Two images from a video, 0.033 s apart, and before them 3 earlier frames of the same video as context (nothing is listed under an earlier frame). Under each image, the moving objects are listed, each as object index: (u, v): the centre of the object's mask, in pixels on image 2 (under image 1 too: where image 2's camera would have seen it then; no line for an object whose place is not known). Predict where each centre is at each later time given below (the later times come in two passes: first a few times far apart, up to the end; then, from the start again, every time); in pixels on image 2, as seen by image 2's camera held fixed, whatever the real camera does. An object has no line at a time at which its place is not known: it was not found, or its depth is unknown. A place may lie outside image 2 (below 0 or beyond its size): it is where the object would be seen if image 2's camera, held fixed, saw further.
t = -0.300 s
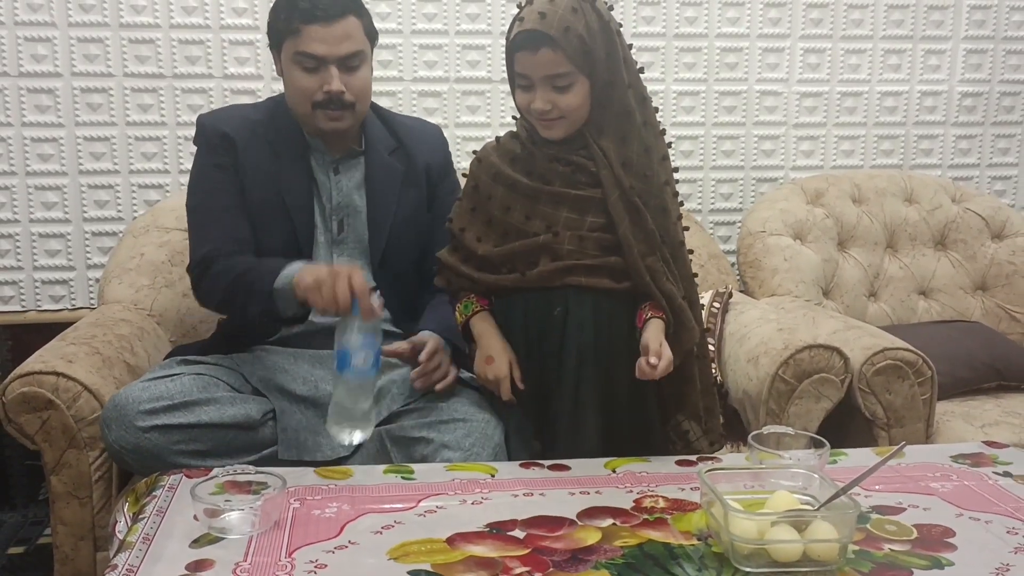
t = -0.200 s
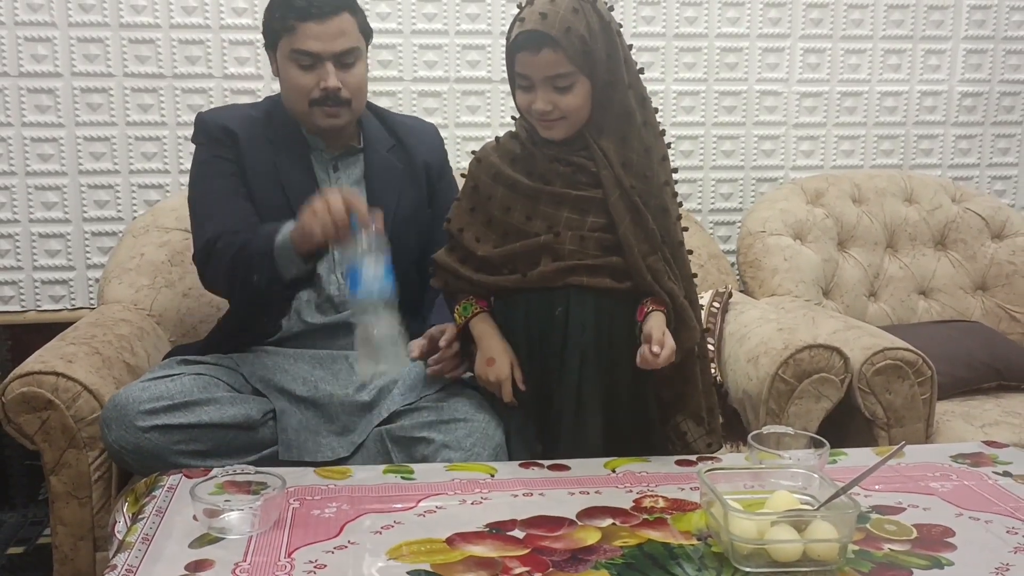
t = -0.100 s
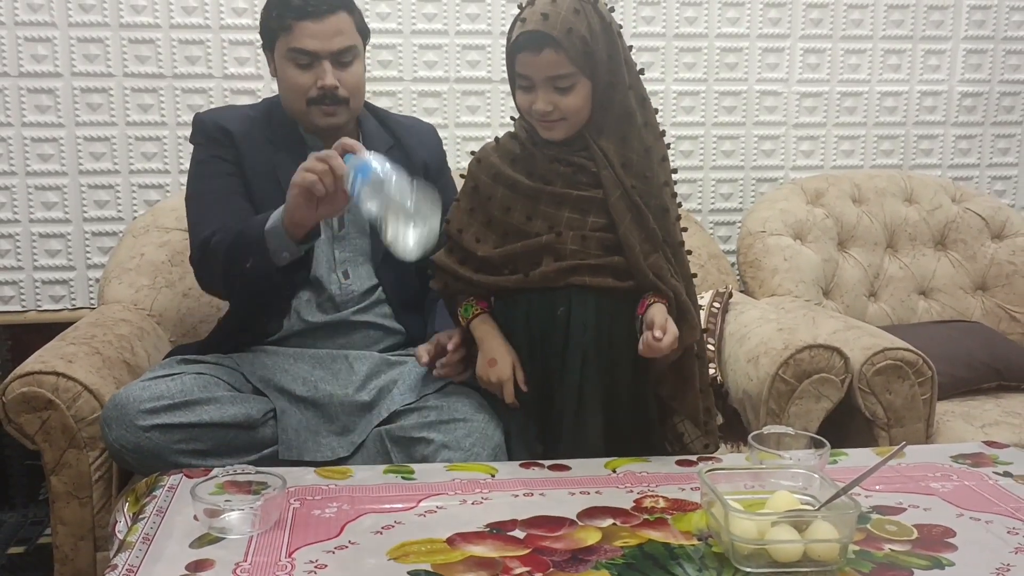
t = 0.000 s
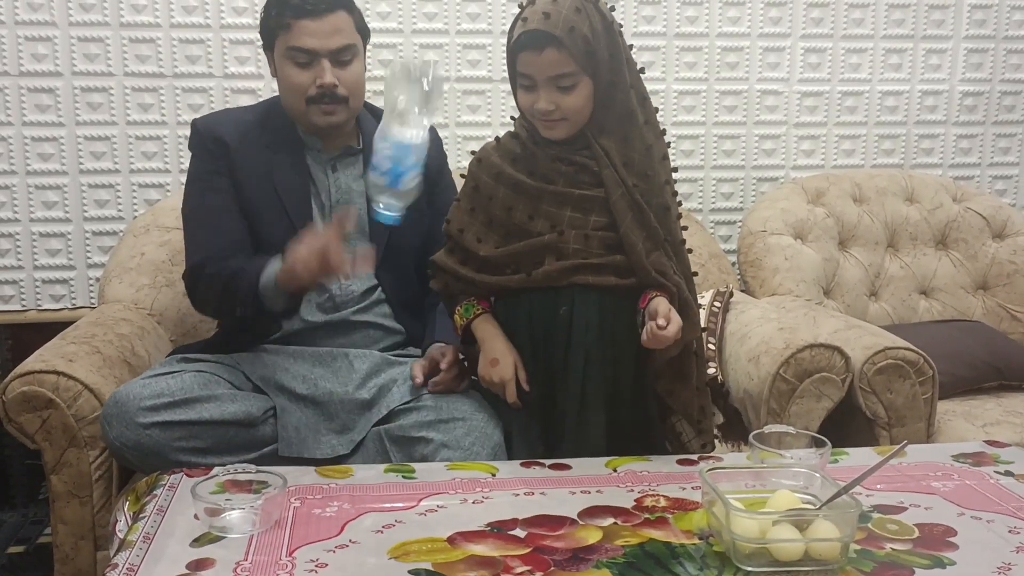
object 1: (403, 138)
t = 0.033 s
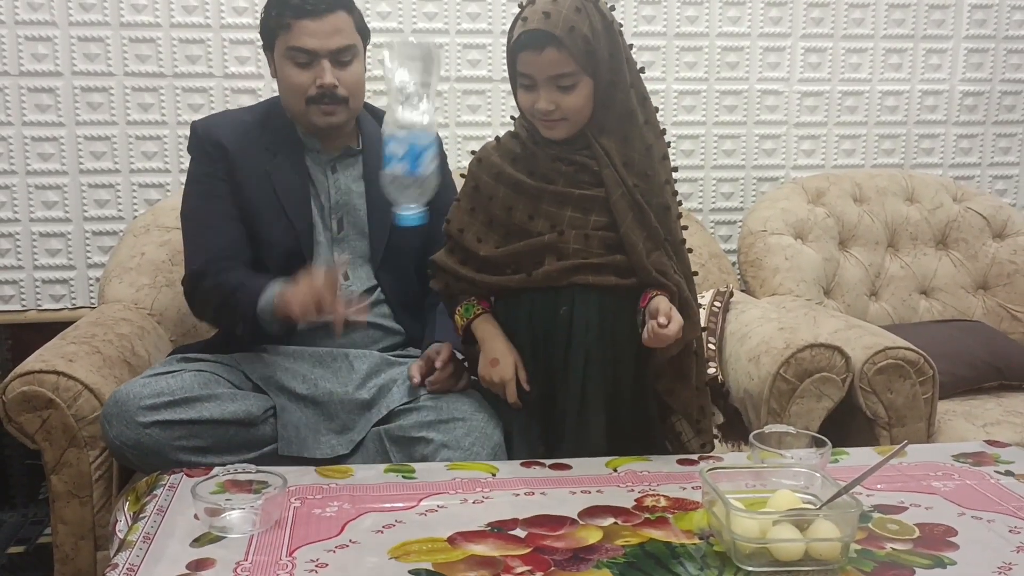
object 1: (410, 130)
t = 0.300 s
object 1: (449, 248)
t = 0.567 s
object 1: (486, 501)
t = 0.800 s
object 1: (506, 497)
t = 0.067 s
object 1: (419, 118)
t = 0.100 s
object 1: (429, 109)
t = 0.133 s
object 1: (437, 102)
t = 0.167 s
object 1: (442, 104)
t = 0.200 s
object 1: (443, 121)
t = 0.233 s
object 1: (444, 152)
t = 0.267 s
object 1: (446, 195)
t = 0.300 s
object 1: (449, 248)
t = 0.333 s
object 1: (452, 312)
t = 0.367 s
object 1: (455, 385)
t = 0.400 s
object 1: (462, 446)
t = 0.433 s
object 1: (472, 481)
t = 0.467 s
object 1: (473, 499)
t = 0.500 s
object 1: (480, 501)
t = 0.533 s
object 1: (483, 501)
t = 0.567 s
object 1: (486, 501)
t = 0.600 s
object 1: (489, 501)
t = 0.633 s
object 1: (492, 500)
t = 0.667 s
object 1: (494, 500)
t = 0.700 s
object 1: (497, 499)
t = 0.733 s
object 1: (501, 498)
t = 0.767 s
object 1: (504, 498)
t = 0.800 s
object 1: (506, 497)
